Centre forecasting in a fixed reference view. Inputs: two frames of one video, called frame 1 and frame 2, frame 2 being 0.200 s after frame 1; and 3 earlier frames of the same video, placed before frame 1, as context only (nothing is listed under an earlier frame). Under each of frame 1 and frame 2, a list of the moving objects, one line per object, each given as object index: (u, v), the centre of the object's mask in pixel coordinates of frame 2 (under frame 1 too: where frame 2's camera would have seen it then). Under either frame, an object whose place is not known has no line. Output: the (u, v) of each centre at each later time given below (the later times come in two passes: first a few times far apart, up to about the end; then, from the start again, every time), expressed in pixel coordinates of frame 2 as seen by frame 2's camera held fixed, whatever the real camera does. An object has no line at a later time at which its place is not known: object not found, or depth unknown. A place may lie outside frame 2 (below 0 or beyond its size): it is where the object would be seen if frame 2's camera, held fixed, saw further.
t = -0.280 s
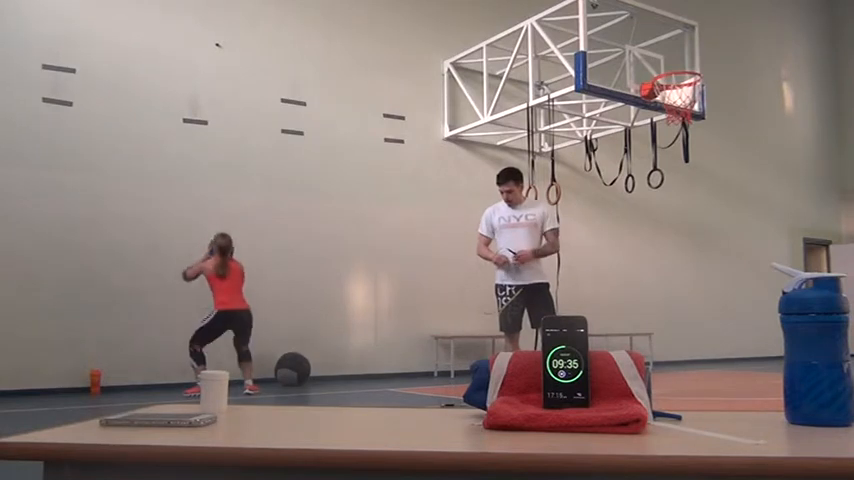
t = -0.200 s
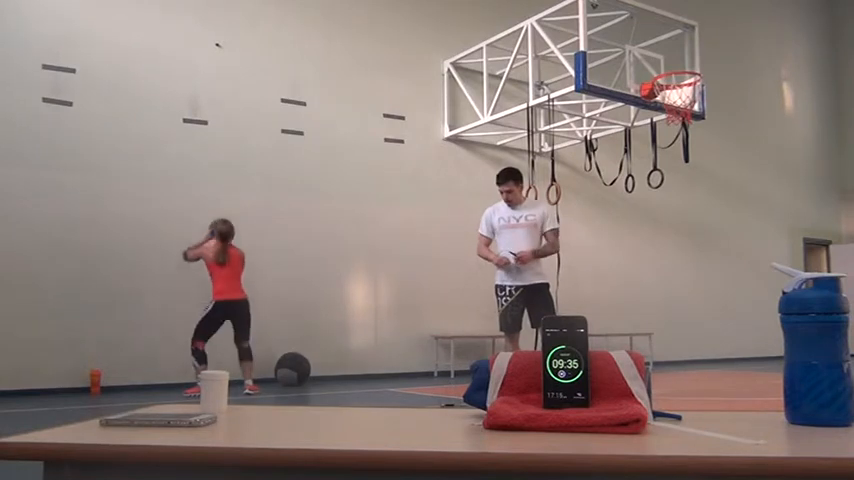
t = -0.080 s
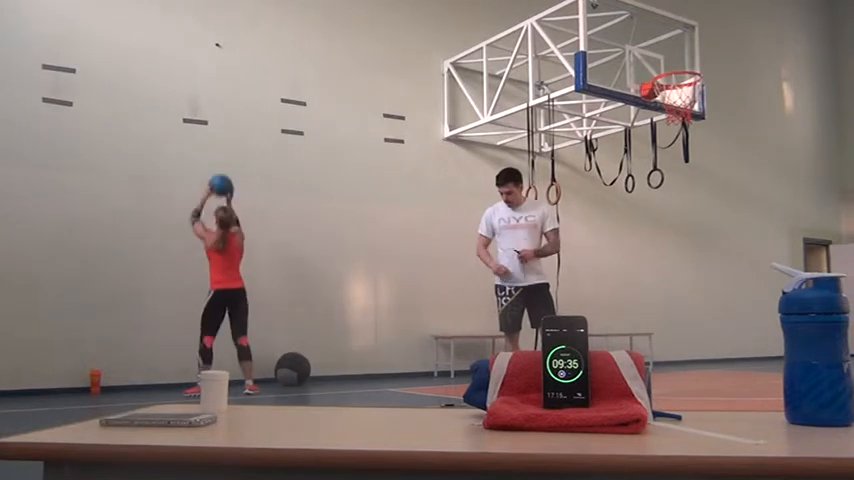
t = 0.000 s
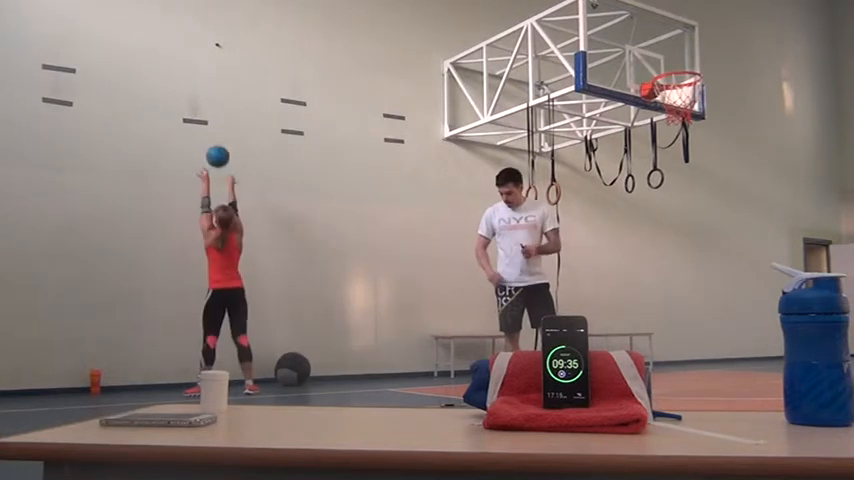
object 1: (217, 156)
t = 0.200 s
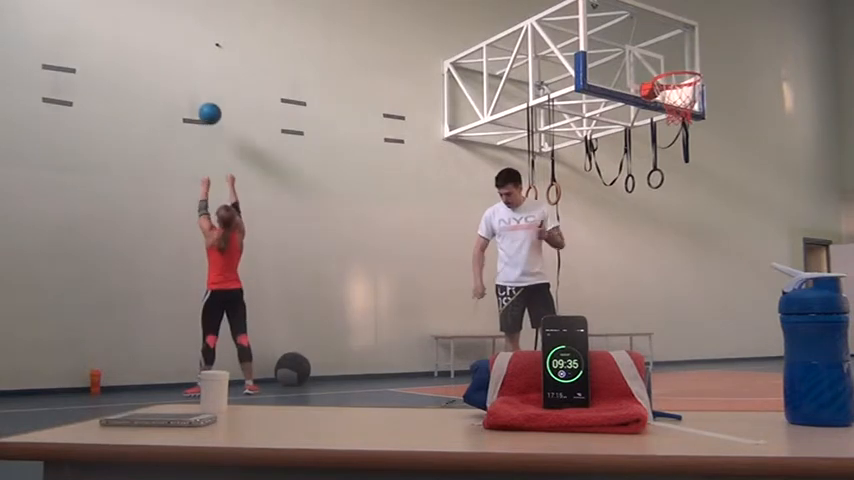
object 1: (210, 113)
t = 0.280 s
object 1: (206, 108)
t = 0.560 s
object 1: (203, 125)
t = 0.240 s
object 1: (208, 110)
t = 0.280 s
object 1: (206, 108)
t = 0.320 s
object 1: (204, 107)
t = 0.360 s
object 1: (202, 108)
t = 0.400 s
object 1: (201, 110)
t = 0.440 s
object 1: (201, 112)
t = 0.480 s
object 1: (201, 115)
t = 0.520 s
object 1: (202, 119)
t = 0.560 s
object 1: (203, 125)
